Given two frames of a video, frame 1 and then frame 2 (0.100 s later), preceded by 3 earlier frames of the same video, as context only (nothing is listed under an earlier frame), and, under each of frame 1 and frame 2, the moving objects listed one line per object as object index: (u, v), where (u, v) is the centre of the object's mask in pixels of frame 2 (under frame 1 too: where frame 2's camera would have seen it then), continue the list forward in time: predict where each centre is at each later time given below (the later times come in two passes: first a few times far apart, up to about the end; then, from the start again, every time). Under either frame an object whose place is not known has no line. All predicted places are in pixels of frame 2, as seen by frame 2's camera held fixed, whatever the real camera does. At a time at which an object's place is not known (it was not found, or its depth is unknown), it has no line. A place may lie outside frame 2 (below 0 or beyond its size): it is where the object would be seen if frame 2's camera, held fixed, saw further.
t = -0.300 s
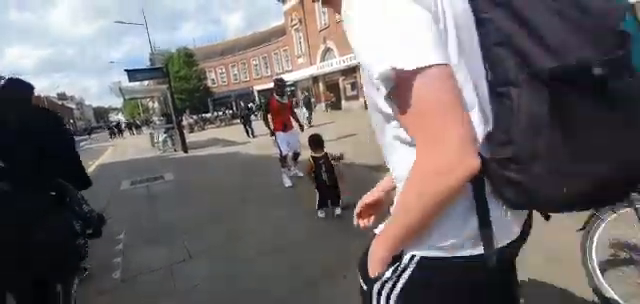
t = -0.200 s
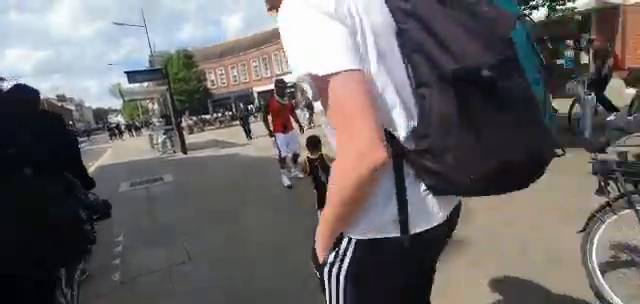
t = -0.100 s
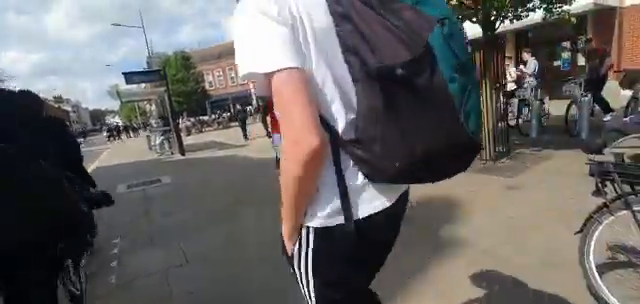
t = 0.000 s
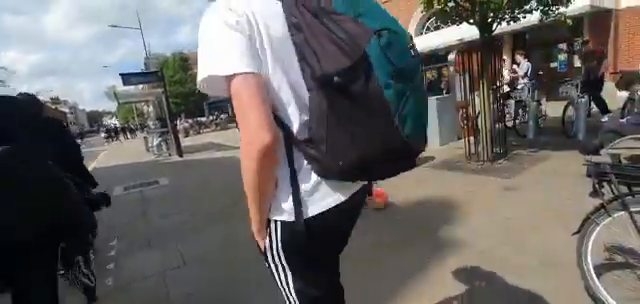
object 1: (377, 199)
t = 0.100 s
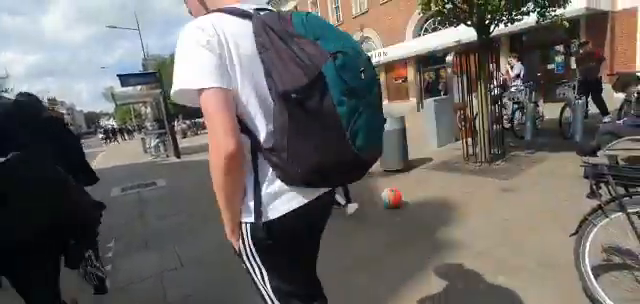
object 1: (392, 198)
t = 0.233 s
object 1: (413, 197)
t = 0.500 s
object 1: (454, 191)
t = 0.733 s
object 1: (490, 187)
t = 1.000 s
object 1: (527, 181)
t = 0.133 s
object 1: (397, 198)
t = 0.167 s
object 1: (403, 199)
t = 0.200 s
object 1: (409, 198)
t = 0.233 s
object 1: (413, 197)
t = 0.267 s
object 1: (417, 196)
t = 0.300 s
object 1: (422, 195)
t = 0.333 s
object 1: (428, 193)
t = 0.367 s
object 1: (433, 193)
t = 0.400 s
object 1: (439, 192)
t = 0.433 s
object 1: (445, 192)
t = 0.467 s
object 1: (449, 191)
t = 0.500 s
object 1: (454, 191)
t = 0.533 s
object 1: (459, 190)
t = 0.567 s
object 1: (464, 190)
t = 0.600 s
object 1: (469, 190)
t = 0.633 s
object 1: (474, 189)
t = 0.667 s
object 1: (479, 188)
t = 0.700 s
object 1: (484, 188)
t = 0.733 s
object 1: (490, 187)
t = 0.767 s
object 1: (495, 186)
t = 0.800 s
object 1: (499, 185)
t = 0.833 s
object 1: (505, 185)
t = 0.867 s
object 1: (509, 184)
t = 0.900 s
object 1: (514, 184)
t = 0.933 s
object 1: (518, 182)
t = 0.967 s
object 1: (523, 182)
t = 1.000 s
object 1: (527, 181)
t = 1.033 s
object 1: (532, 180)
